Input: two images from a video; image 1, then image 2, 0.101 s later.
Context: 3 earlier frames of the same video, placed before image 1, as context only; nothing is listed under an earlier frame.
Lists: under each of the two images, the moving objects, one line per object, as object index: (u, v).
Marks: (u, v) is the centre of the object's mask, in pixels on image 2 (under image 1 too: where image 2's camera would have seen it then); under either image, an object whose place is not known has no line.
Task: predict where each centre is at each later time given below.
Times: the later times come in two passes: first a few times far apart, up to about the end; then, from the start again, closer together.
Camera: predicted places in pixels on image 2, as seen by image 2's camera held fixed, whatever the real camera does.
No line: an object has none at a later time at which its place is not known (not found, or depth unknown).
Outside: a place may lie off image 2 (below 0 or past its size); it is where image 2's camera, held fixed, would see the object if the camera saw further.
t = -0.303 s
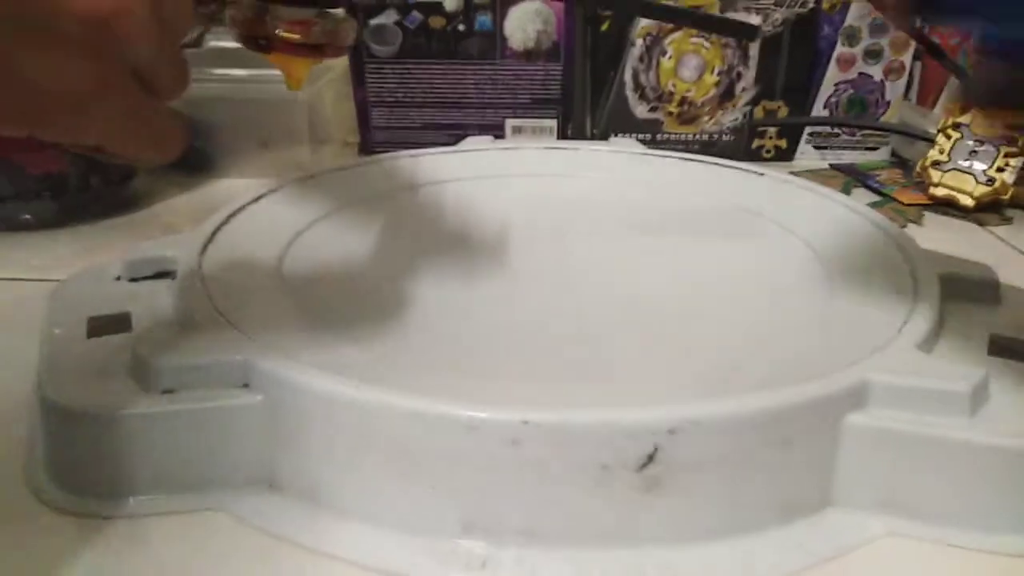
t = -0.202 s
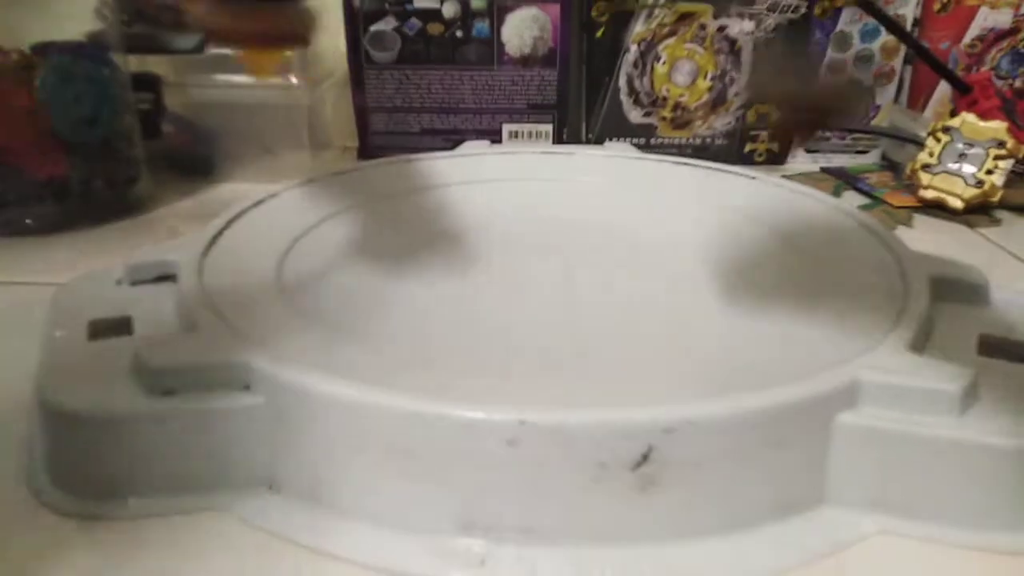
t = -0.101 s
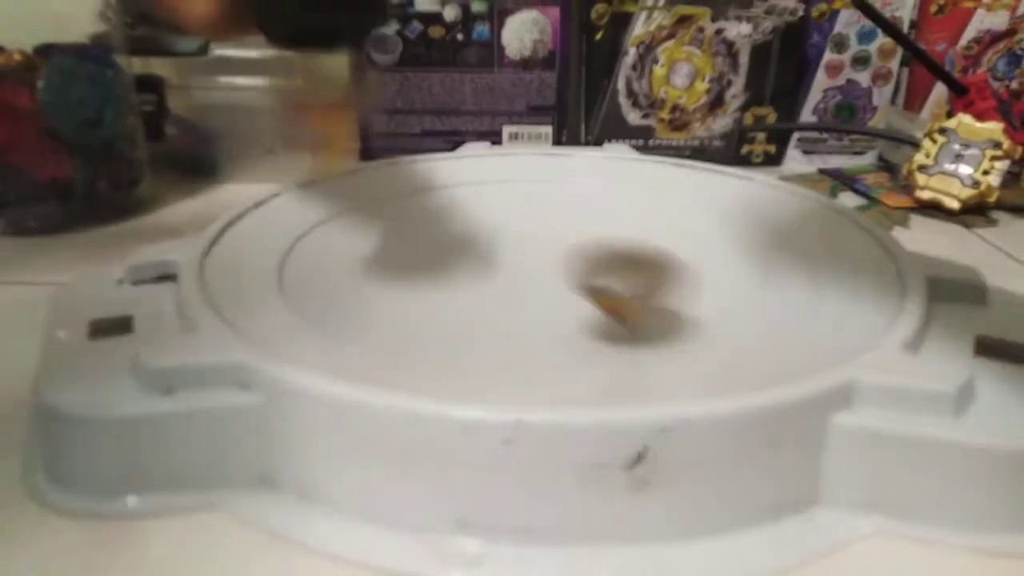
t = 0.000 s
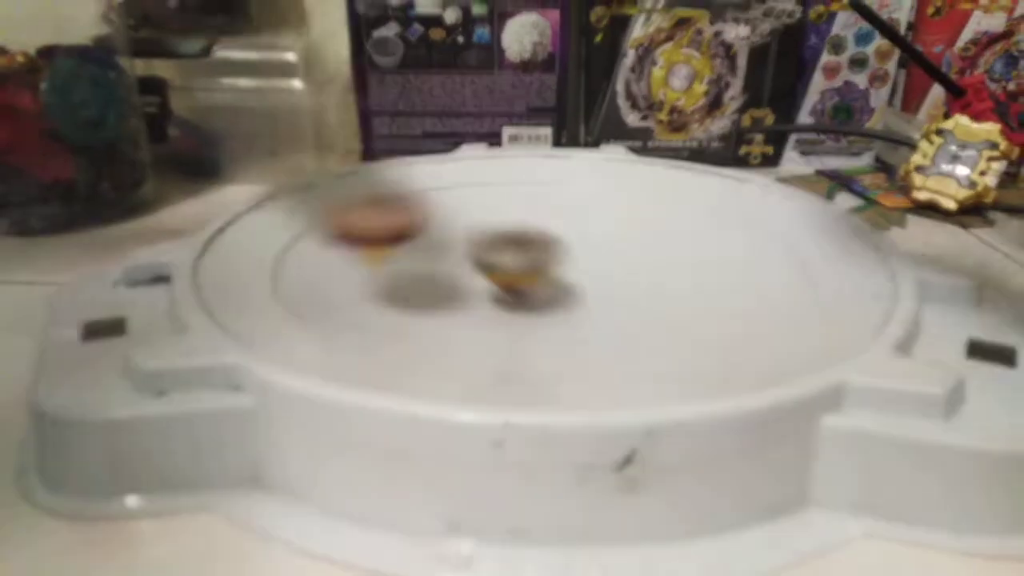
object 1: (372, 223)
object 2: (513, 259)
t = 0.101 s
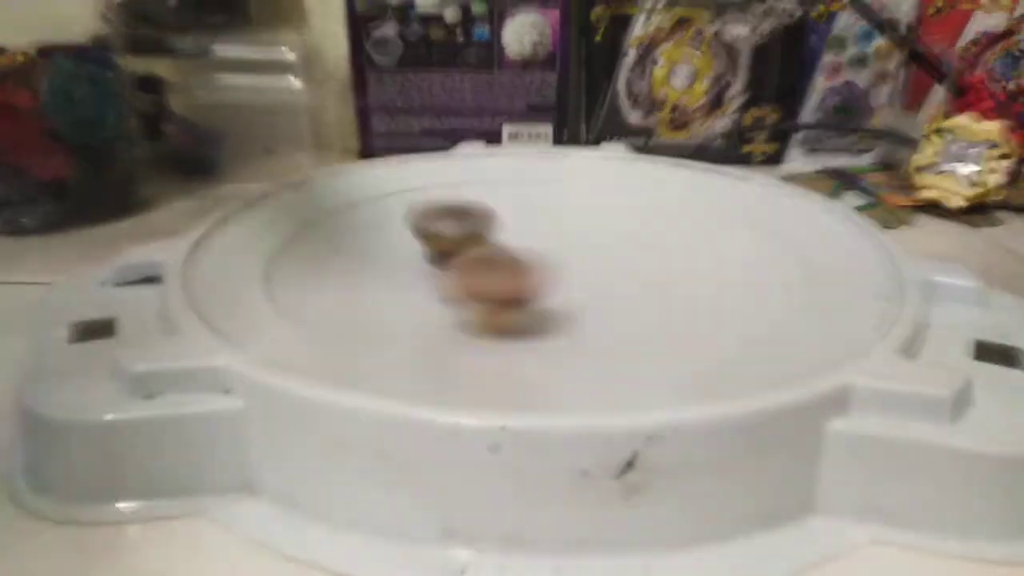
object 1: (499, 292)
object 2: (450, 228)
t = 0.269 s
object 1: (711, 268)
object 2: (381, 207)
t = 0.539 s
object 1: (596, 166)
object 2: (486, 297)
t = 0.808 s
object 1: (278, 246)
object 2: (677, 205)
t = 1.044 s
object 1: (797, 281)
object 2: (469, 162)
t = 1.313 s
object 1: (555, 162)
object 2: (408, 274)
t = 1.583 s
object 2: (763, 246)
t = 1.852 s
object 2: (616, 170)
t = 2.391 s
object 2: (664, 315)
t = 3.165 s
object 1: (290, 217)
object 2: (427, 304)
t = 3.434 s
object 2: (653, 254)
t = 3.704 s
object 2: (443, 202)
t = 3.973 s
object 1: (393, 175)
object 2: (378, 275)
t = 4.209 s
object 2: (633, 262)
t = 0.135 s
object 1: (552, 286)
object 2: (436, 222)
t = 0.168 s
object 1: (604, 293)
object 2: (421, 214)
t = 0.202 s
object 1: (646, 287)
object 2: (407, 209)
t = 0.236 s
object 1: (683, 281)
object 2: (394, 207)
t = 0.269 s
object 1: (711, 268)
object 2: (381, 207)
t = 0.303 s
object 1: (726, 254)
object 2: (369, 213)
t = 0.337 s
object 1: (731, 239)
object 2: (358, 219)
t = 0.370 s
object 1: (729, 224)
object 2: (350, 229)
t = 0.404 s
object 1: (716, 210)
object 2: (351, 242)
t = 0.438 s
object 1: (695, 197)
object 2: (367, 260)
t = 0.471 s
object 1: (667, 185)
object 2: (395, 275)
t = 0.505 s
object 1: (632, 175)
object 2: (437, 290)
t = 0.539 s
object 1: (596, 166)
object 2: (486, 297)
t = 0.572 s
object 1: (551, 161)
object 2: (534, 299)
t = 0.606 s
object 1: (506, 163)
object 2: (585, 293)
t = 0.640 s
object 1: (460, 167)
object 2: (627, 283)
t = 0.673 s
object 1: (412, 175)
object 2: (658, 269)
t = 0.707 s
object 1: (367, 186)
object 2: (678, 253)
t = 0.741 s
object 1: (317, 194)
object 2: (690, 236)
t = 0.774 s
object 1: (288, 217)
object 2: (688, 220)
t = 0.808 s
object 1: (278, 246)
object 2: (677, 205)
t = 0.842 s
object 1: (295, 276)
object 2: (657, 191)
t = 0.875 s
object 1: (357, 308)
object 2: (634, 178)
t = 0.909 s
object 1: (441, 327)
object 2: (607, 169)
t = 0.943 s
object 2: (576, 162)
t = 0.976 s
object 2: (542, 157)
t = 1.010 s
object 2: (509, 157)
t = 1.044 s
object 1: (797, 281)
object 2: (469, 162)
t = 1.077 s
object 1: (807, 254)
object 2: (436, 163)
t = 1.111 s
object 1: (801, 229)
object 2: (409, 167)
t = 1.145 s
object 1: (776, 208)
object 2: (384, 179)
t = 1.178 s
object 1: (743, 190)
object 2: (367, 193)
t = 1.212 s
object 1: (700, 177)
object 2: (359, 213)
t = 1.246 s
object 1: (656, 170)
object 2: (362, 233)
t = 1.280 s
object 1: (606, 163)
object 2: (381, 256)
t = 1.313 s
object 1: (555, 162)
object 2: (408, 274)
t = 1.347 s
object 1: (505, 162)
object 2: (452, 292)
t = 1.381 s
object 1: (452, 165)
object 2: (504, 302)
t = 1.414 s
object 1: (405, 172)
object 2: (559, 306)
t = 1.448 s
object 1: (363, 187)
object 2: (617, 303)
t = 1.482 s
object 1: (316, 198)
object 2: (668, 294)
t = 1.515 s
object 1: (287, 218)
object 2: (712, 281)
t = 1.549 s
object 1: (279, 249)
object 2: (745, 263)
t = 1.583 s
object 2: (763, 246)
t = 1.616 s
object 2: (768, 228)
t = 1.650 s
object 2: (763, 213)
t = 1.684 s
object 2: (750, 198)
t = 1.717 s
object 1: (629, 330)
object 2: (733, 187)
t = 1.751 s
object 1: (716, 321)
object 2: (711, 177)
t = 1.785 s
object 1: (779, 298)
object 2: (683, 174)
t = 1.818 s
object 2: (651, 172)
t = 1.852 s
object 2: (616, 170)
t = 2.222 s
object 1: (360, 181)
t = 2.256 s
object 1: (320, 197)
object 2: (462, 305)
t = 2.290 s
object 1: (292, 215)
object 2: (505, 314)
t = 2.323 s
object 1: (280, 238)
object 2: (555, 319)
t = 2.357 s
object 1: (286, 264)
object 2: (614, 320)
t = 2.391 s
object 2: (664, 315)
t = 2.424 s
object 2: (708, 304)
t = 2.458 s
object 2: (743, 290)
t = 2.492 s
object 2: (764, 277)
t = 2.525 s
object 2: (771, 261)
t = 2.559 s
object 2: (768, 249)
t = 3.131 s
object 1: (312, 200)
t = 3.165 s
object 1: (290, 217)
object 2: (427, 304)
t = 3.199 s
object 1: (281, 240)
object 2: (475, 313)
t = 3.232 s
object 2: (524, 317)
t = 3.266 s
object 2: (574, 314)
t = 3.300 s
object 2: (613, 307)
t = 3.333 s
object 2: (641, 295)
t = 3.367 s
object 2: (656, 282)
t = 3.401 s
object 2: (659, 268)
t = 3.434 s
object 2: (653, 254)
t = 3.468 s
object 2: (641, 246)
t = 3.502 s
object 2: (623, 235)
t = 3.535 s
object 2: (599, 226)
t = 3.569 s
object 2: (571, 217)
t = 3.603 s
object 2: (542, 213)
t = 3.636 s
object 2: (511, 208)
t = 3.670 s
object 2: (478, 204)
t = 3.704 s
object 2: (443, 202)
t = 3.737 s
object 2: (417, 203)
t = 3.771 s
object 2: (394, 204)
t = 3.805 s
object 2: (372, 209)
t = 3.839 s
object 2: (356, 217)
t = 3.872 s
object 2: (337, 230)
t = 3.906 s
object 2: (335, 244)
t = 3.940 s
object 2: (351, 261)
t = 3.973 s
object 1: (393, 175)
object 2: (378, 275)
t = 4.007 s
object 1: (358, 183)
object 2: (424, 285)
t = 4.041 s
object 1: (324, 197)
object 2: (468, 293)
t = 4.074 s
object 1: (299, 211)
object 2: (514, 295)
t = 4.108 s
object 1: (282, 227)
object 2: (555, 294)
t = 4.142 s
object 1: (281, 250)
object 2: (590, 285)
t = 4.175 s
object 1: (293, 272)
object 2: (616, 275)
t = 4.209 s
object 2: (633, 262)
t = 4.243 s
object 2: (639, 249)
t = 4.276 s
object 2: (640, 237)
